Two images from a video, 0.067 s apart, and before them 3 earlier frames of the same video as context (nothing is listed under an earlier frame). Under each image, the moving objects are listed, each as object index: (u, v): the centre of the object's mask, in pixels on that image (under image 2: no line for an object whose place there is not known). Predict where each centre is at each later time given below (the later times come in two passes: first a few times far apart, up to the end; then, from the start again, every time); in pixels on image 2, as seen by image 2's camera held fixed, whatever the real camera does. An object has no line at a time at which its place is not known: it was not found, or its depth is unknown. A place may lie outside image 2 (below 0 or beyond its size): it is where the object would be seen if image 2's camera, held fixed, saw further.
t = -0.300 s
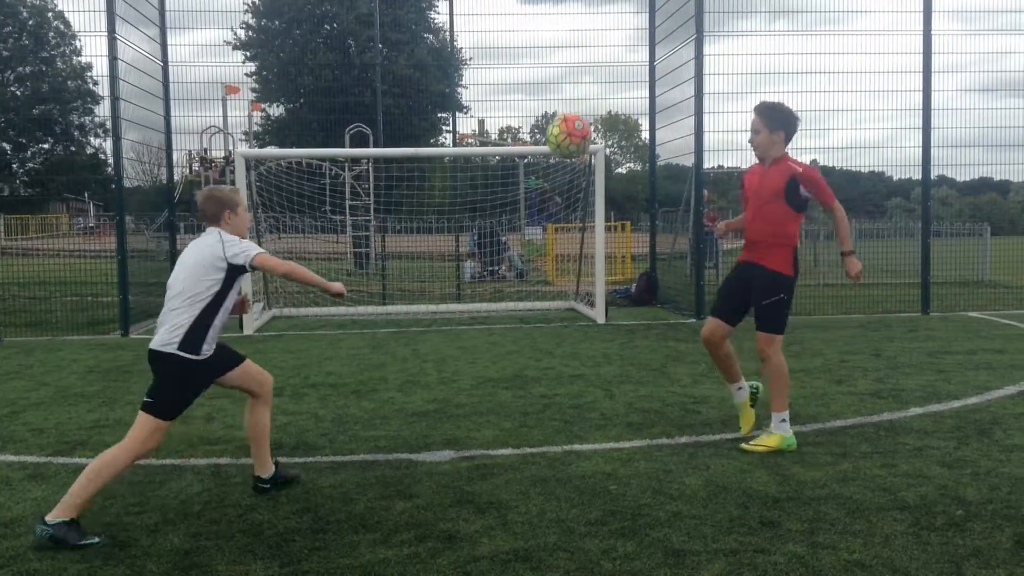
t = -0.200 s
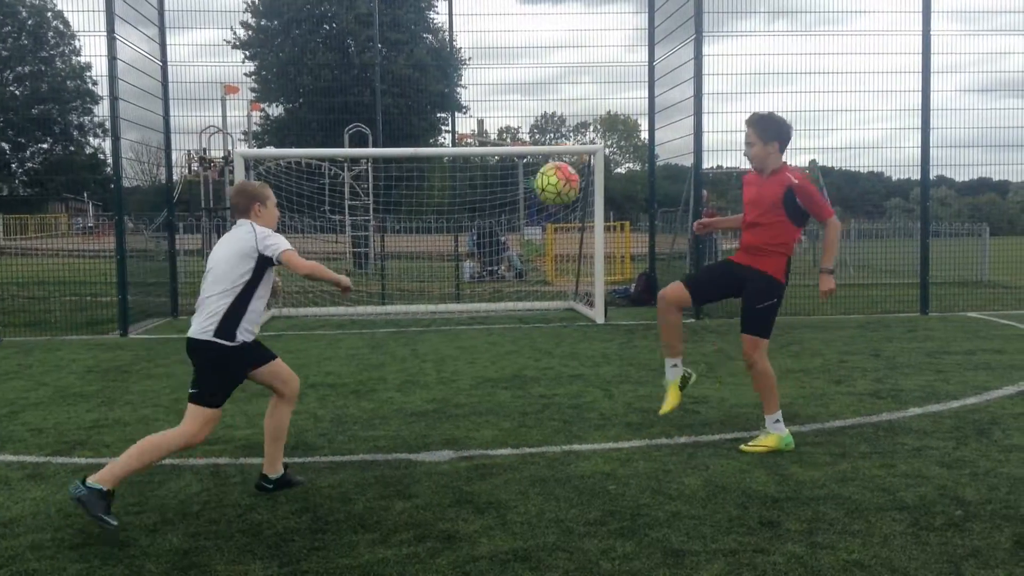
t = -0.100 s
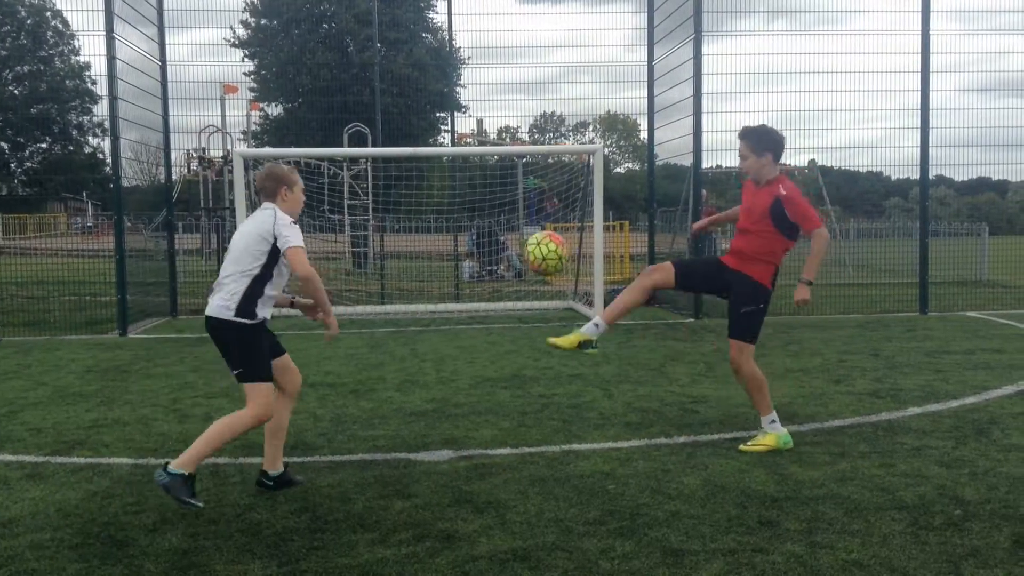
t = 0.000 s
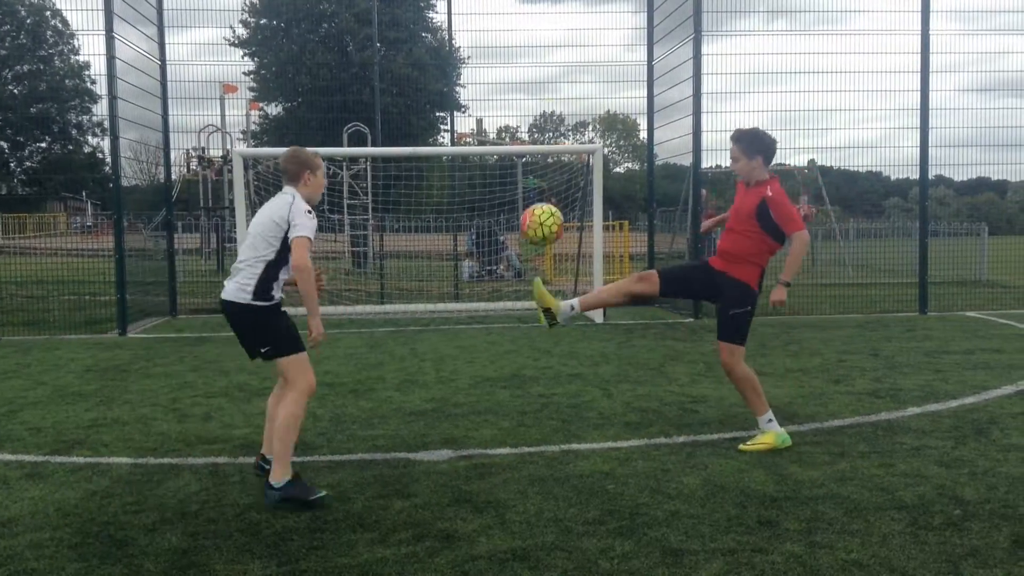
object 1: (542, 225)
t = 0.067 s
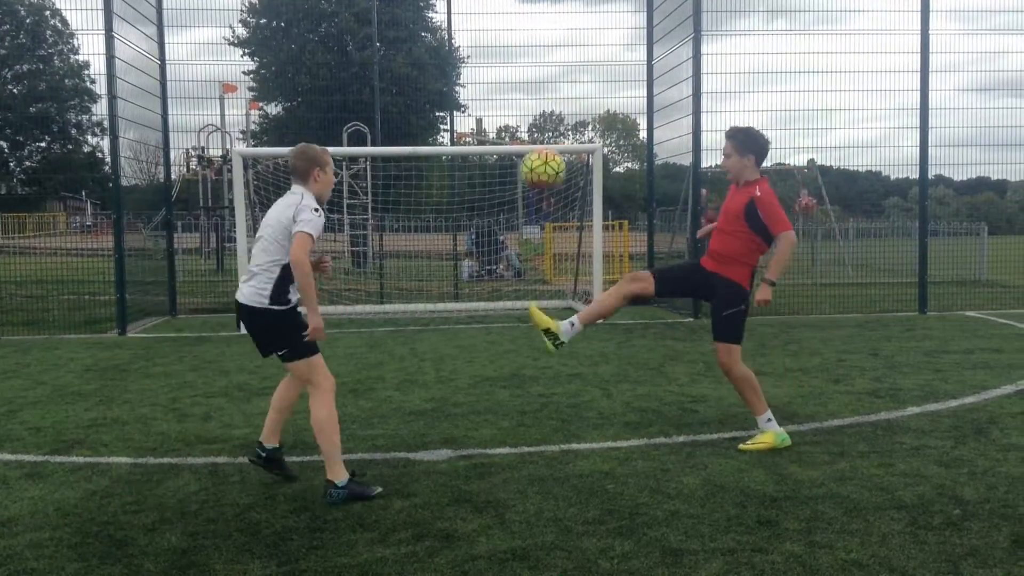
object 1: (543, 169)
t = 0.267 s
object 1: (548, 48)
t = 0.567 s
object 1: (560, 19)
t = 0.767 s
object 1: (571, 106)
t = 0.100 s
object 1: (542, 143)
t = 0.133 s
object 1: (544, 122)
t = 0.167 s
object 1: (545, 100)
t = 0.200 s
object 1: (546, 80)
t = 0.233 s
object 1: (547, 63)
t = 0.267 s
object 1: (548, 48)
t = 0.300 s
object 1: (549, 35)
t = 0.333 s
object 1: (550, 24)
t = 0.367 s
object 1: (552, 19)
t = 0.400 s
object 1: (553, 16)
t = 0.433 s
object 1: (554, 14)
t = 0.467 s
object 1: (555, 13)
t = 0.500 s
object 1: (557, 14)
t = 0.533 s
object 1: (558, 16)
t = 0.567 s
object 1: (560, 19)
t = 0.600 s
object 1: (562, 25)
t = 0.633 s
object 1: (564, 36)
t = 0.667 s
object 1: (566, 50)
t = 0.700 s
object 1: (568, 67)
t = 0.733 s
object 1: (569, 85)
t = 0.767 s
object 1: (571, 106)
